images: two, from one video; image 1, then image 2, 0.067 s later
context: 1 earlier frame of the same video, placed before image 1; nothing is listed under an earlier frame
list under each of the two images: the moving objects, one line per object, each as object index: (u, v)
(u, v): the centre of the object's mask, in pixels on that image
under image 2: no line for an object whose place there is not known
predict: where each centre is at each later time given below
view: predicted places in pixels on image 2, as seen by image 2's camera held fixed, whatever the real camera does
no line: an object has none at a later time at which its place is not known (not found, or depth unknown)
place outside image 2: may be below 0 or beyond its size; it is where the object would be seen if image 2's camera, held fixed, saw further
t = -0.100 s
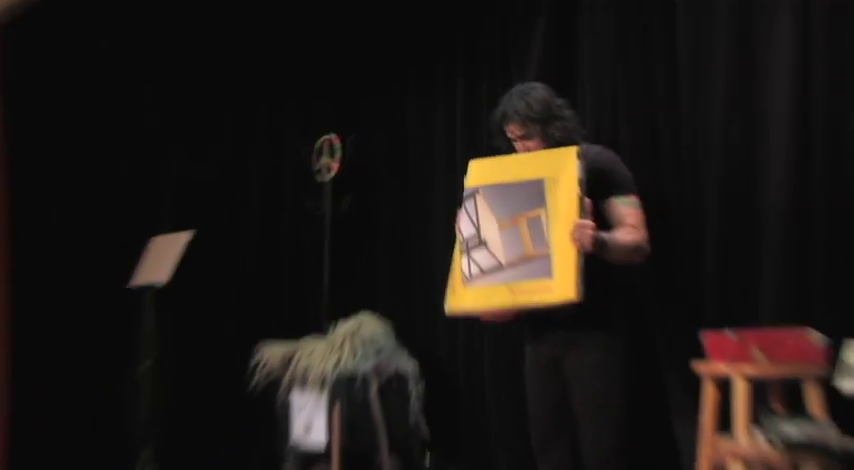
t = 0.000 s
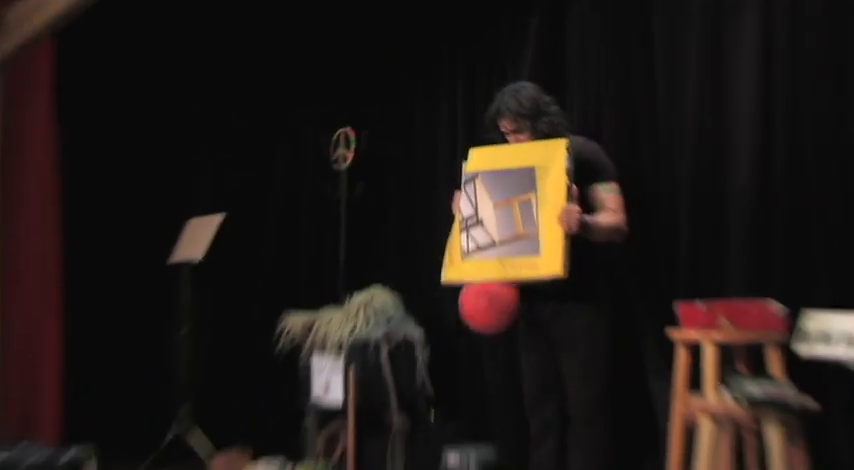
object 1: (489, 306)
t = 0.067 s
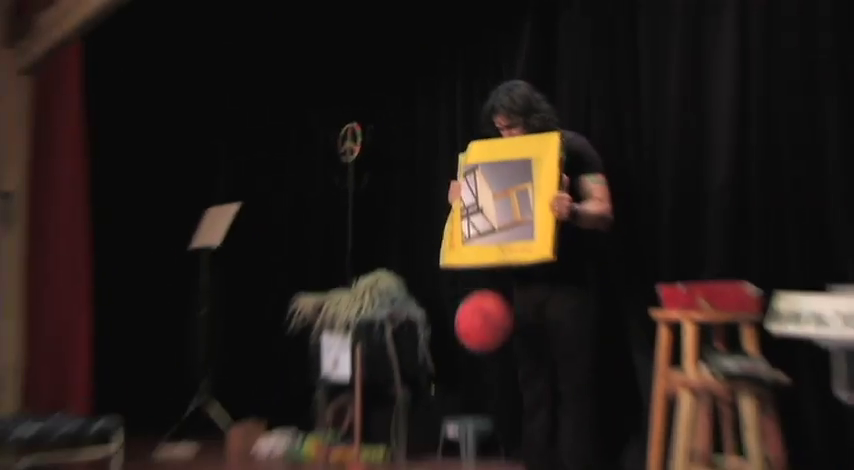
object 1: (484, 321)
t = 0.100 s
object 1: (482, 344)
